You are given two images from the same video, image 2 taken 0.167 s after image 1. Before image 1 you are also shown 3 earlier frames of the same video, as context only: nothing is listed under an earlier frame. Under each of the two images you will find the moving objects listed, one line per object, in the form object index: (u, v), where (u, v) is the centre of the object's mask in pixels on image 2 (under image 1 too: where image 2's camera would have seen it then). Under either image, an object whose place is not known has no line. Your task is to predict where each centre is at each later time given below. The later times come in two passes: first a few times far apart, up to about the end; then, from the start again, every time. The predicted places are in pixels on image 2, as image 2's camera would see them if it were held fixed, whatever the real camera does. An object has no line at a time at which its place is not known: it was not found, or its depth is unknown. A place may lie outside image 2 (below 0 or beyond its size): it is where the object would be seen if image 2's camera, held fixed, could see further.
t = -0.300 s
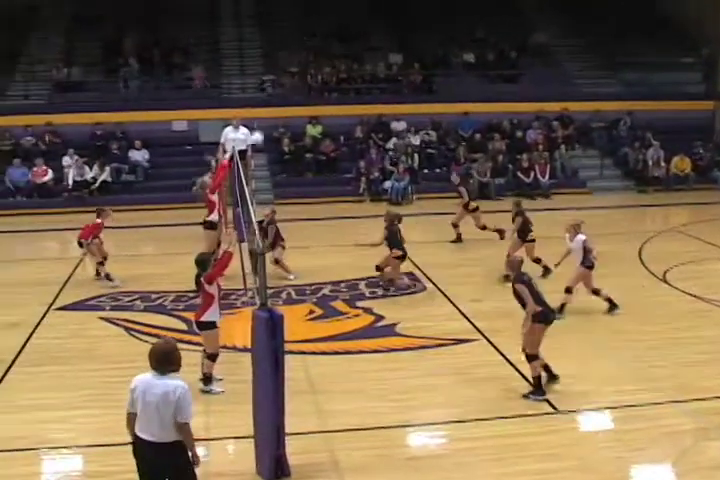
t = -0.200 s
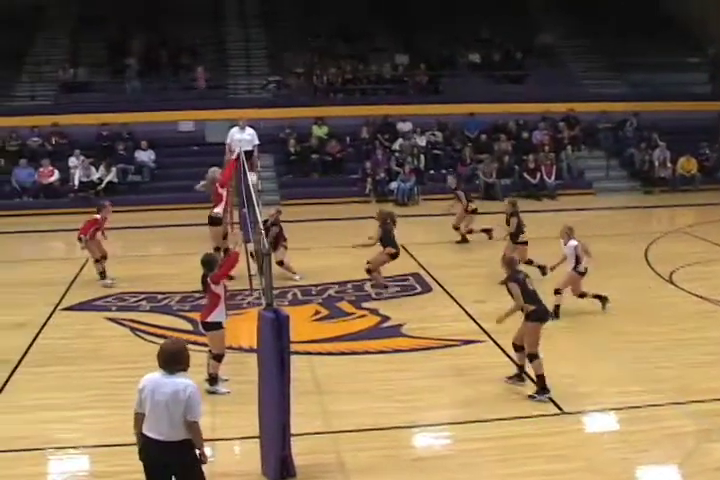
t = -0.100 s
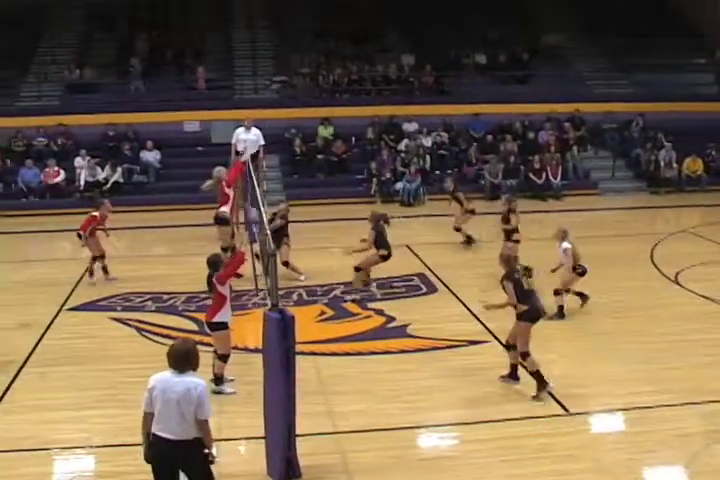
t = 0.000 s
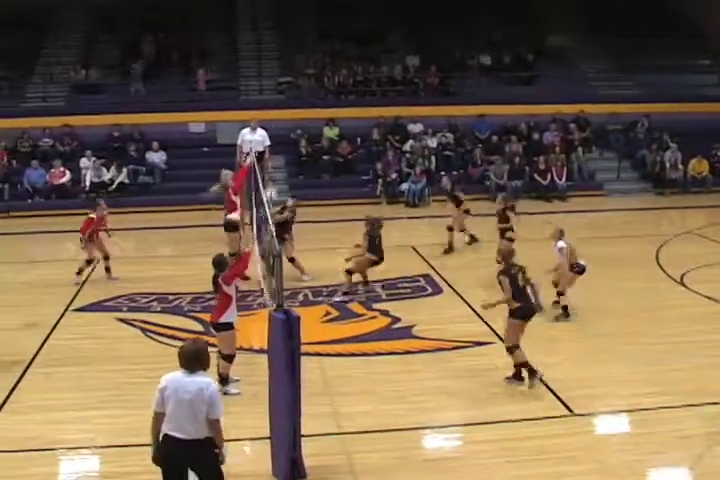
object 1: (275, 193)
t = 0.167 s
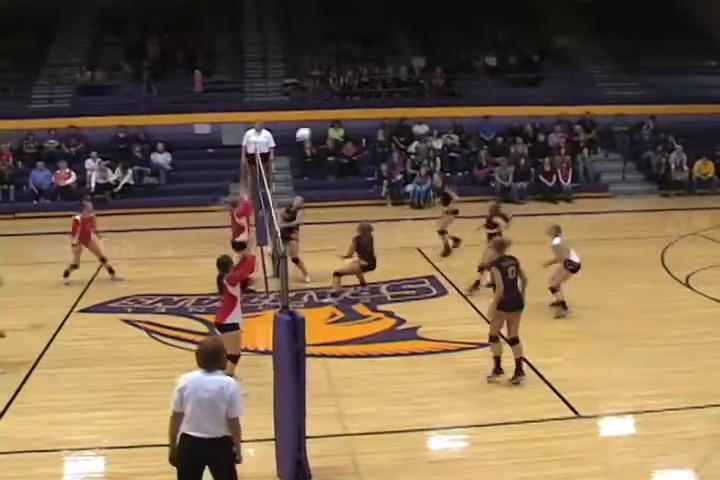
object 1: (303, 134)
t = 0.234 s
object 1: (315, 108)
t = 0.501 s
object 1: (366, 52)
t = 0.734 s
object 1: (412, 32)
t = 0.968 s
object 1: (460, 47)
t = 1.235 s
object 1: (516, 110)
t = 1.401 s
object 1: (550, 177)
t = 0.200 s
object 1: (309, 123)
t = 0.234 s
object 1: (315, 108)
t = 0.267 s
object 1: (321, 102)
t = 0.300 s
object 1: (327, 93)
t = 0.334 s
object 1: (333, 85)
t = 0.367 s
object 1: (340, 77)
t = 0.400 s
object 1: (346, 70)
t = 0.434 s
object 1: (352, 63)
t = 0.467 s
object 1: (358, 57)
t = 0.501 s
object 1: (366, 52)
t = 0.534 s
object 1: (372, 47)
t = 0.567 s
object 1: (378, 42)
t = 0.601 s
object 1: (385, 39)
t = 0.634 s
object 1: (392, 36)
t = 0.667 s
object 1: (398, 34)
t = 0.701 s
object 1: (405, 33)
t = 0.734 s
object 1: (412, 32)
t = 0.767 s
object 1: (419, 32)
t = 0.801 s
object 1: (425, 32)
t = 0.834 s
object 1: (432, 34)
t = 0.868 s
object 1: (439, 36)
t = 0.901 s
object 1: (446, 39)
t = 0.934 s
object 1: (454, 43)
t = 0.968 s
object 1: (460, 47)
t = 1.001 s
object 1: (467, 52)
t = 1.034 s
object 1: (474, 59)
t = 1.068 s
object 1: (481, 65)
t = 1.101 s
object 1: (488, 73)
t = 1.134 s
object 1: (495, 81)
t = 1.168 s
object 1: (502, 90)
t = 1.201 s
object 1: (510, 100)
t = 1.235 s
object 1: (516, 110)
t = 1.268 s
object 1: (524, 123)
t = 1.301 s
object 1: (531, 136)
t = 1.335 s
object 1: (537, 148)
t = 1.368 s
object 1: (543, 162)
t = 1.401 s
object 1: (550, 177)
